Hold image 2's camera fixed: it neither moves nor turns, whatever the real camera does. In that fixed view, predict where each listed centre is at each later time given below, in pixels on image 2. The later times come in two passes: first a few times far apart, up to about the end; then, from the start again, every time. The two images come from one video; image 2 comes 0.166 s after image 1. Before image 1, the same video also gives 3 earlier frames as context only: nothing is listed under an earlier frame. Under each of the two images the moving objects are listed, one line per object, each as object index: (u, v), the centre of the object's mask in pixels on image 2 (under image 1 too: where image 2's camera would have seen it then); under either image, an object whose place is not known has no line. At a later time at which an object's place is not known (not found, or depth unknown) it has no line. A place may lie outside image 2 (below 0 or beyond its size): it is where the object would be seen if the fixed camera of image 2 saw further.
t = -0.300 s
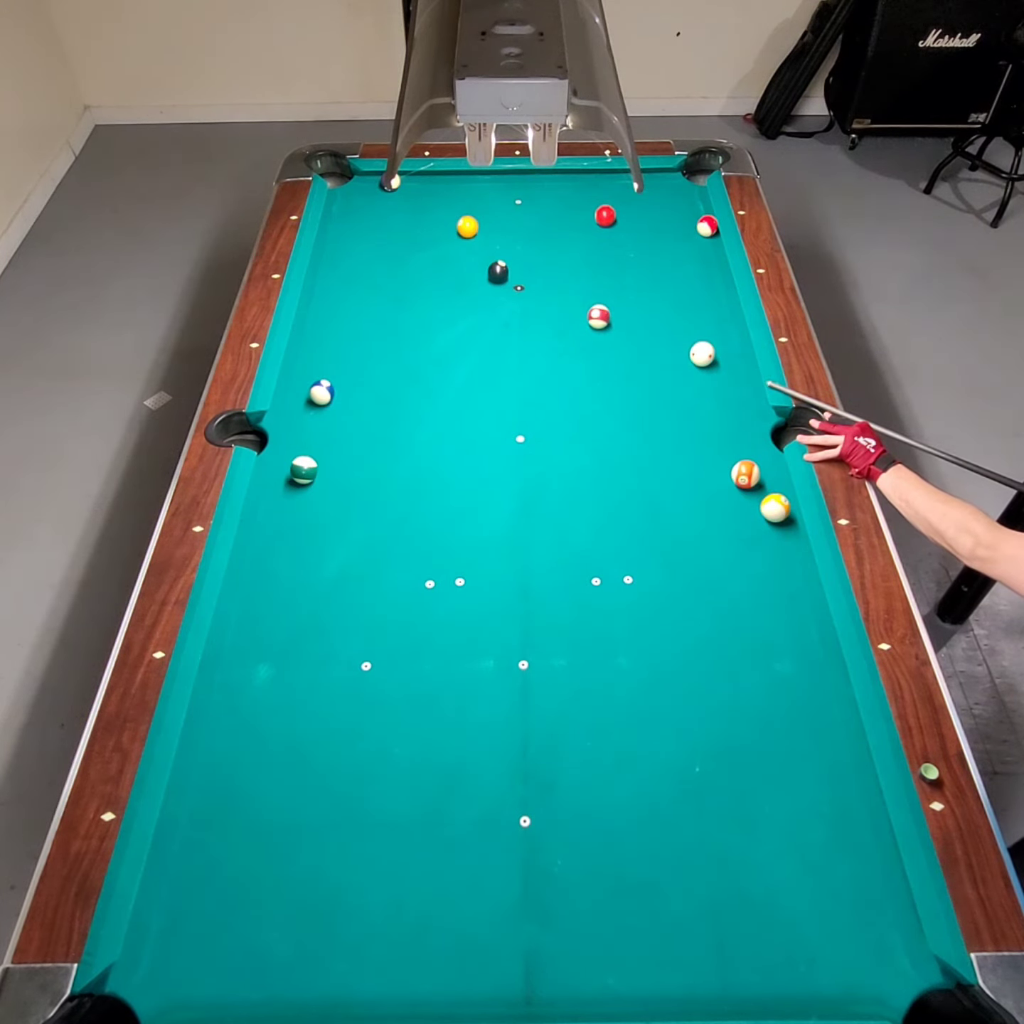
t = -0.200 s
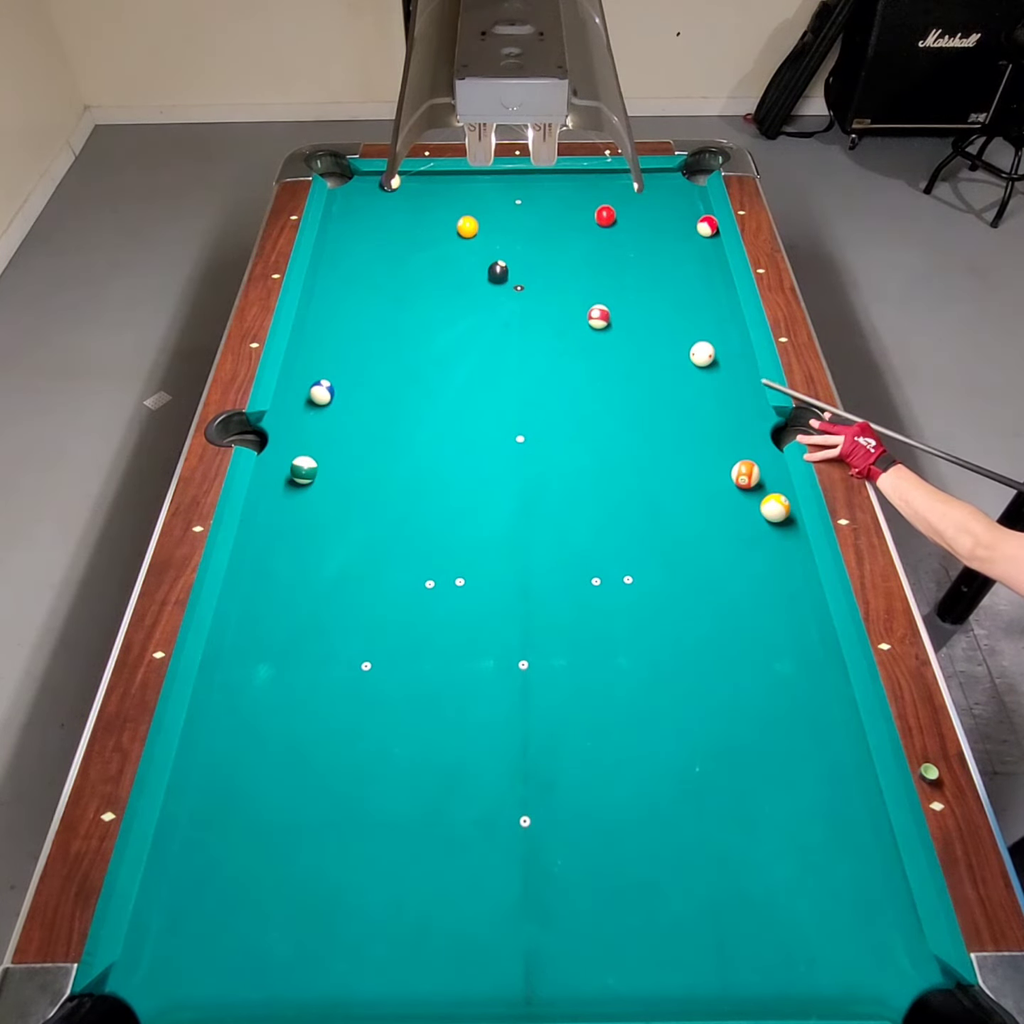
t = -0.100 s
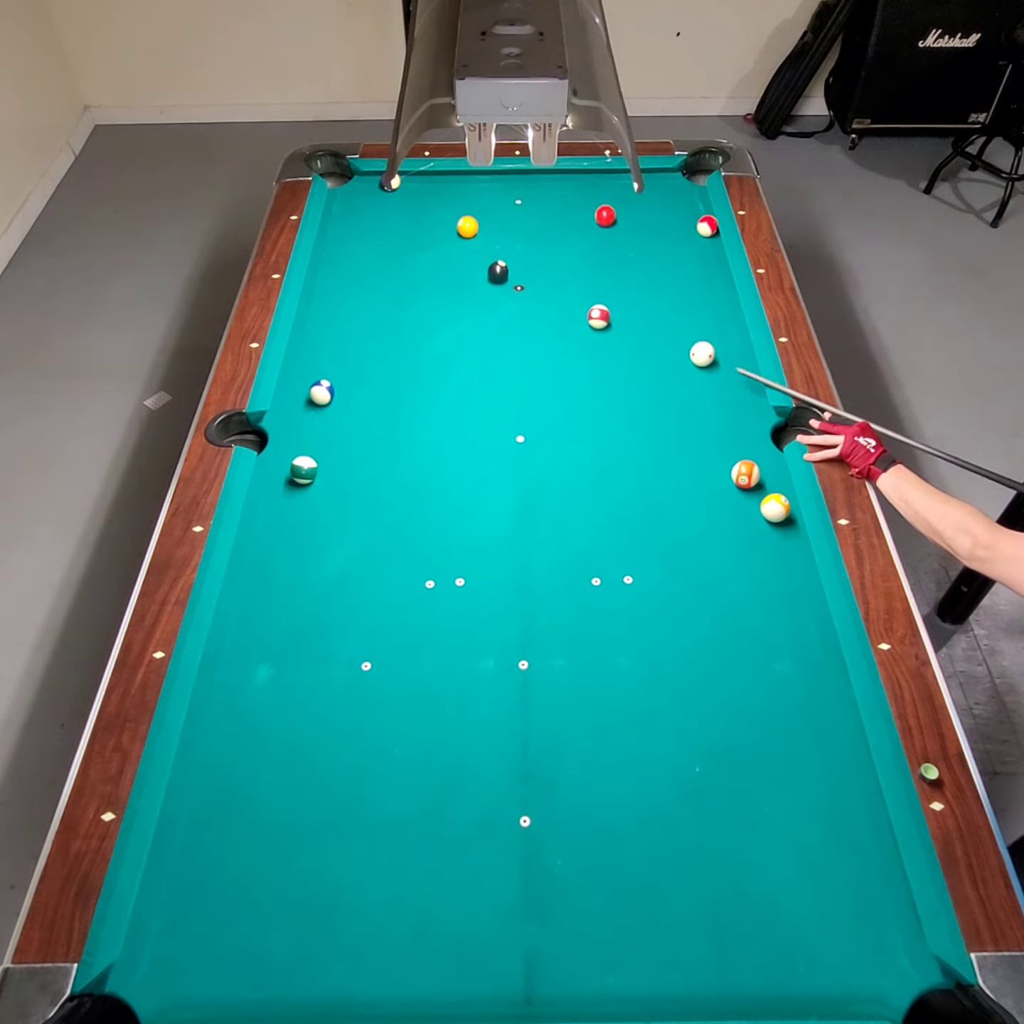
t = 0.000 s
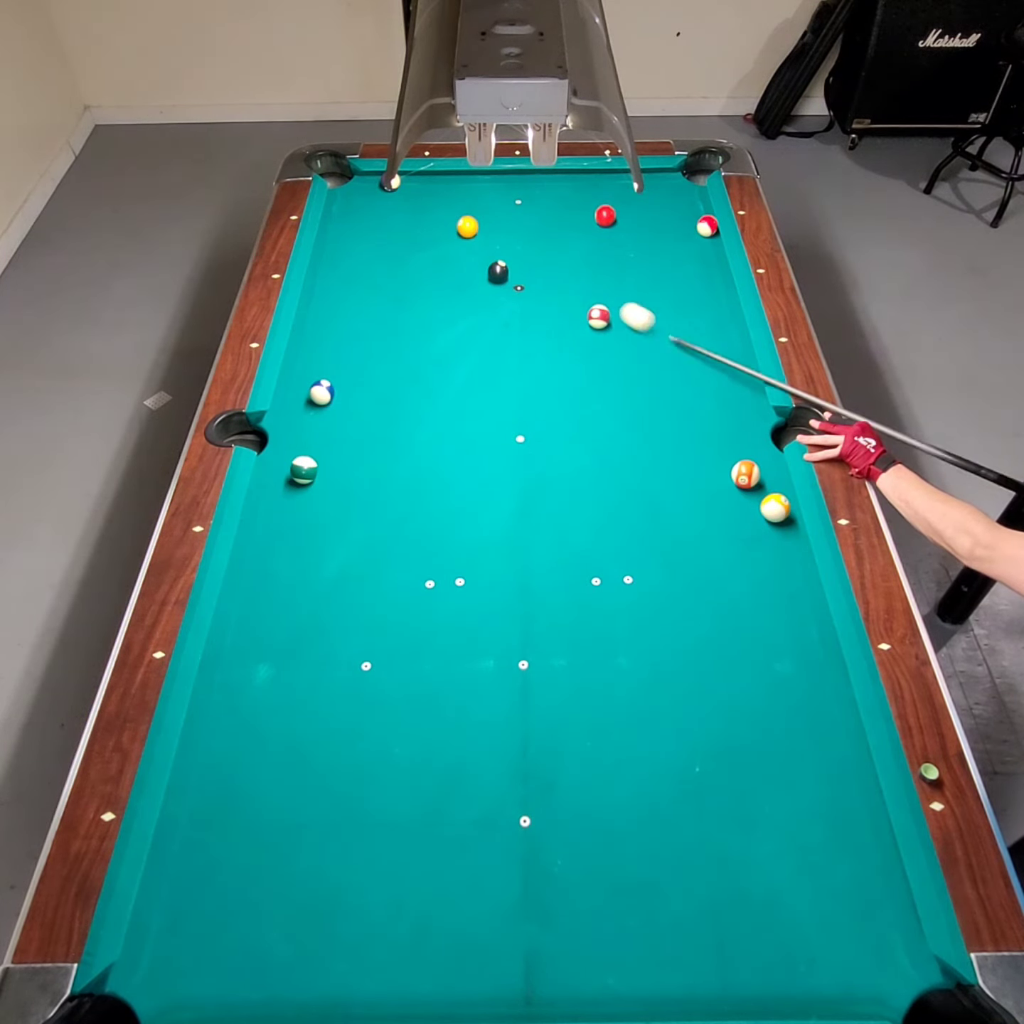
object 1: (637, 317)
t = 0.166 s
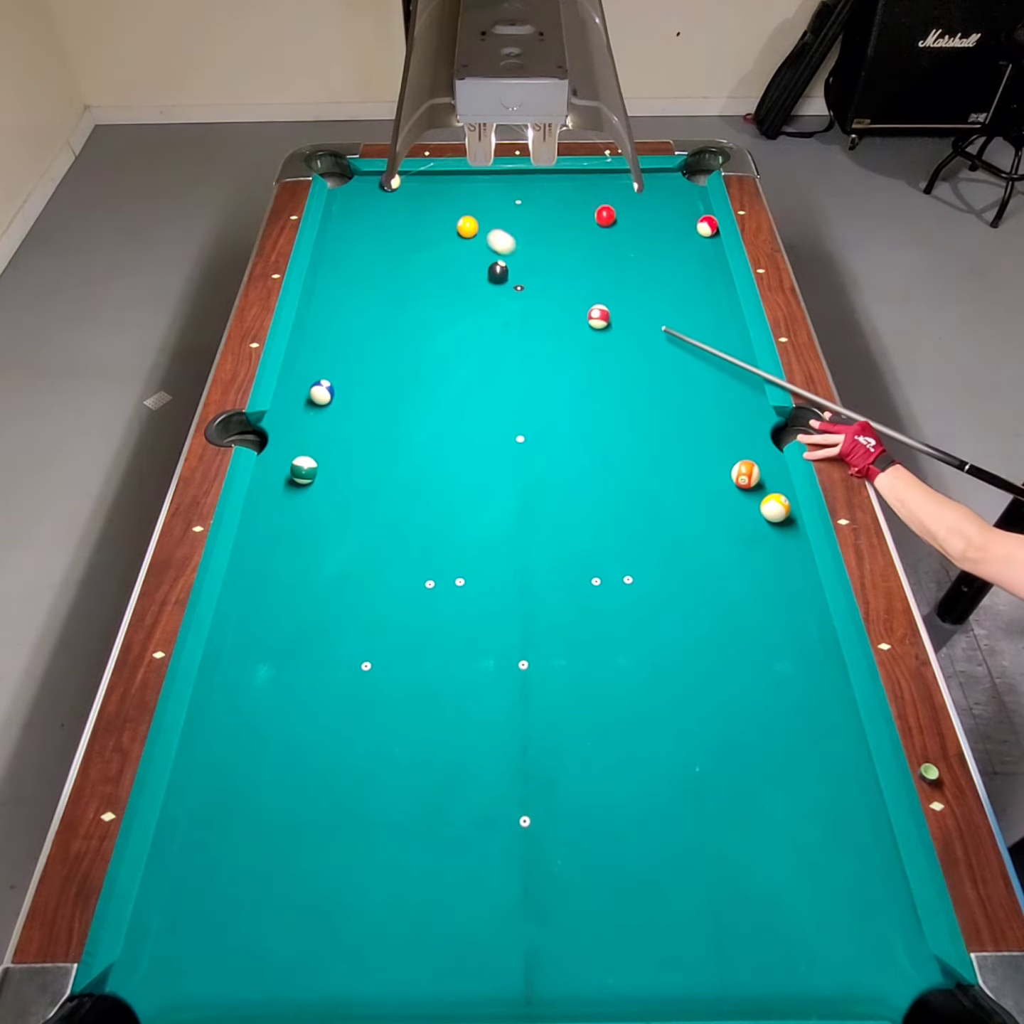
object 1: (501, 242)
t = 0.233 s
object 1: (486, 228)
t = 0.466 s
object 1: (486, 208)
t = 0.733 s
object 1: (482, 185)
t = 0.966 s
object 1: (480, 179)
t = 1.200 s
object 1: (480, 187)
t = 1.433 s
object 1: (480, 195)
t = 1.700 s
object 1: (480, 202)
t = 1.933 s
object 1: (480, 208)
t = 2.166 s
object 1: (481, 212)
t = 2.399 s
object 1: (481, 215)
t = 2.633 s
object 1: (482, 218)
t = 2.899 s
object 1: (481, 219)
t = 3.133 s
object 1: (481, 218)
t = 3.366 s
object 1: (481, 218)
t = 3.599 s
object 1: (481, 218)
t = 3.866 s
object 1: (481, 218)
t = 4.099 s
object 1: (481, 218)
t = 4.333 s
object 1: (481, 218)
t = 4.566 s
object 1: (481, 218)
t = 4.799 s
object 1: (481, 218)
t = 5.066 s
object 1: (481, 218)
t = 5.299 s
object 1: (481, 218)
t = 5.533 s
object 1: (481, 218)
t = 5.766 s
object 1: (481, 218)
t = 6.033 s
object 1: (481, 218)
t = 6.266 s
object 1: (481, 218)
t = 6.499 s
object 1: (481, 218)
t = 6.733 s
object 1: (481, 218)
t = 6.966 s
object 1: (481, 218)
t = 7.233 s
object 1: (481, 218)
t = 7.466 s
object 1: (481, 218)
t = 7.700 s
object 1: (481, 218)
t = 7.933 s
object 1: (481, 218)
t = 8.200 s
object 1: (481, 218)
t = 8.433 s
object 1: (481, 218)
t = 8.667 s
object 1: (481, 218)
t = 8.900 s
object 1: (481, 218)
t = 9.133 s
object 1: (481, 218)
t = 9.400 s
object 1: (481, 218)
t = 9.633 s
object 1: (481, 218)
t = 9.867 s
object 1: (481, 218)
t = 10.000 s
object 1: (481, 218)
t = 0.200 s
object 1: (485, 231)
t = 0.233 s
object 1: (486, 228)
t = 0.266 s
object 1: (488, 226)
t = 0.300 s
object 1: (489, 223)
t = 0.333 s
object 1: (489, 220)
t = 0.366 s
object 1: (488, 217)
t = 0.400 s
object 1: (488, 214)
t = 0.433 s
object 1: (487, 211)
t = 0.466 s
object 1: (486, 208)
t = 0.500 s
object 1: (486, 205)
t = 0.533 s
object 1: (485, 202)
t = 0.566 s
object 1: (485, 199)
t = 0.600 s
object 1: (484, 196)
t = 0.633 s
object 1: (484, 193)
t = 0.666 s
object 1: (483, 190)
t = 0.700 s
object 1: (483, 187)
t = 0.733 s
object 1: (482, 185)
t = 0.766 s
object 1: (482, 182)
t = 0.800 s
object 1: (481, 179)
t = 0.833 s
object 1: (481, 177)
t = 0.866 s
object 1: (480, 175)
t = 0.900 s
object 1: (480, 177)
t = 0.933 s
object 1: (480, 178)
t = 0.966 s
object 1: (480, 179)
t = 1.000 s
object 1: (480, 180)
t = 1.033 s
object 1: (480, 181)
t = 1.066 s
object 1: (480, 182)
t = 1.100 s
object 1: (480, 184)
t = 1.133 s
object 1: (480, 185)
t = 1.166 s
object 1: (480, 186)
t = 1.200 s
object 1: (480, 187)
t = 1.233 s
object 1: (480, 188)
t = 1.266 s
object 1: (480, 189)
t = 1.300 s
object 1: (480, 190)
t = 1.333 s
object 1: (480, 191)
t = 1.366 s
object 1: (480, 192)
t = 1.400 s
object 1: (480, 194)
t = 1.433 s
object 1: (480, 195)
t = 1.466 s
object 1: (480, 196)
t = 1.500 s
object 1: (480, 196)
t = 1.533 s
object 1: (480, 197)
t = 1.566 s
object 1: (480, 198)
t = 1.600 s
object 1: (480, 199)
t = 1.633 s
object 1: (480, 200)
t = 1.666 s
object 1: (480, 201)
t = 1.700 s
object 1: (480, 202)
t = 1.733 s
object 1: (480, 203)
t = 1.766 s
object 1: (480, 204)
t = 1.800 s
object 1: (480, 204)
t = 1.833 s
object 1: (480, 205)
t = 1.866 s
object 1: (480, 206)
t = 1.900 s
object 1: (480, 206)
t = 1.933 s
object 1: (480, 208)
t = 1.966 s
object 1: (480, 208)
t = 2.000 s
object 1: (480, 209)
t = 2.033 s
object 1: (480, 210)
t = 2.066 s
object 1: (481, 210)
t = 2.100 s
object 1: (481, 211)
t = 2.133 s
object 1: (481, 211)
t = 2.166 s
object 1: (481, 212)
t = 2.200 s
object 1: (481, 213)
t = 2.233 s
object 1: (481, 213)
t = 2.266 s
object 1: (481, 213)
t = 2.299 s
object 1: (481, 214)
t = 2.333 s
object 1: (481, 215)
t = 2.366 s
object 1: (481, 215)
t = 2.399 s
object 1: (481, 215)
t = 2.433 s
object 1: (481, 216)
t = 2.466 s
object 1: (481, 216)
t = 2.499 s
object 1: (481, 216)
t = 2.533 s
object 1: (482, 217)
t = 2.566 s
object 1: (482, 217)
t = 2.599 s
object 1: (482, 217)
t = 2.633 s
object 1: (482, 218)
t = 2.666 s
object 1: (482, 218)
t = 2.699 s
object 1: (482, 218)
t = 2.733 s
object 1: (481, 218)
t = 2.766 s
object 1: (481, 218)
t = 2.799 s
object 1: (481, 218)
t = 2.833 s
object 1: (481, 218)
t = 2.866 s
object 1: (481, 219)
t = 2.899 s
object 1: (481, 219)
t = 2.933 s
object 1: (481, 219)
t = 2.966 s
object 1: (481, 219)
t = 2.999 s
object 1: (481, 219)
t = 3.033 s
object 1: (481, 219)
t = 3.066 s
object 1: (481, 218)
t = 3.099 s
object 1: (481, 218)
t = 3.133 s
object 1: (481, 218)
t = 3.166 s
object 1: (481, 218)
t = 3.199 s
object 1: (481, 218)
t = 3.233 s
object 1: (481, 218)
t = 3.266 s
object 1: (481, 218)
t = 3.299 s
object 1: (481, 218)
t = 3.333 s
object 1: (481, 218)
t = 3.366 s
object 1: (481, 218)
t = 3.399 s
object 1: (481, 218)
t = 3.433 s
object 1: (481, 218)
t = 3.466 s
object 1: (481, 218)
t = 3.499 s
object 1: (481, 218)
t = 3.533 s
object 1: (481, 218)
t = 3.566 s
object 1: (481, 218)
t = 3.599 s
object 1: (481, 218)
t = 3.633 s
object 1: (481, 218)
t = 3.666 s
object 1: (481, 218)
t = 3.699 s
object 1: (481, 218)
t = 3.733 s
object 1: (481, 218)
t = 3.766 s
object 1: (481, 218)
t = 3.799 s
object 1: (481, 218)
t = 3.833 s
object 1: (481, 218)
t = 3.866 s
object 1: (481, 218)
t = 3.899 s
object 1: (481, 218)
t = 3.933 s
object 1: (481, 218)
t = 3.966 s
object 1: (481, 218)
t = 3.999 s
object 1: (481, 218)
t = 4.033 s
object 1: (481, 218)
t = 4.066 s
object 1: (481, 218)
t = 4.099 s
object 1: (481, 218)
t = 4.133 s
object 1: (481, 218)
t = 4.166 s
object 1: (481, 218)
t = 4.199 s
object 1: (481, 218)
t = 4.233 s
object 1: (481, 218)
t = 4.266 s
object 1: (481, 218)
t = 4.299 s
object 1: (481, 218)
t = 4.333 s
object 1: (481, 218)
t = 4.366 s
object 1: (481, 218)
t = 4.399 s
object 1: (481, 218)
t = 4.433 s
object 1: (481, 218)
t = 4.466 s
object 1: (481, 218)
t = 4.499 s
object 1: (481, 218)
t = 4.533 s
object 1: (481, 218)
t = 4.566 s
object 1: (481, 218)
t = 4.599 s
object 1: (481, 218)
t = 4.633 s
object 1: (481, 218)
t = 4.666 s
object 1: (481, 218)
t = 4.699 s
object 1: (481, 218)
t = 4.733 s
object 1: (481, 218)
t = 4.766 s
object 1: (481, 218)
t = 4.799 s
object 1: (481, 218)
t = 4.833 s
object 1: (481, 218)
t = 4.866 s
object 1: (481, 218)
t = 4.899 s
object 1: (481, 218)
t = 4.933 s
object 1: (481, 218)
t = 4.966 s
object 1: (481, 218)
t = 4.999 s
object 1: (481, 218)
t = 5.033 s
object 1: (481, 218)
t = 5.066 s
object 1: (481, 218)
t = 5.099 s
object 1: (481, 218)
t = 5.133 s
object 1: (481, 218)
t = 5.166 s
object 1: (481, 218)
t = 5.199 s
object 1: (481, 218)
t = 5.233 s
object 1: (481, 218)
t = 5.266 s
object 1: (481, 218)
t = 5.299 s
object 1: (481, 218)
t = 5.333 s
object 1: (481, 218)
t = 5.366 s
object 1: (481, 218)
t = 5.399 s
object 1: (481, 218)
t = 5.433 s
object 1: (481, 218)
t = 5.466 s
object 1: (481, 218)
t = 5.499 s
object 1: (481, 218)
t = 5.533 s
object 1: (481, 218)
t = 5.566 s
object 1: (481, 218)
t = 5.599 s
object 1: (481, 218)
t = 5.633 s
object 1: (481, 218)
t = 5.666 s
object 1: (481, 218)
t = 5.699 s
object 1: (481, 218)
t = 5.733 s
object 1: (481, 218)
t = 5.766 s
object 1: (481, 218)
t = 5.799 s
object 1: (481, 218)
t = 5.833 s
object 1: (481, 218)
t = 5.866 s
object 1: (481, 218)
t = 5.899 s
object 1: (481, 218)
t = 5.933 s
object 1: (481, 218)
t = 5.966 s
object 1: (481, 218)
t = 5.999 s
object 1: (481, 218)
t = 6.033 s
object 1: (481, 218)
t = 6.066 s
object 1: (481, 218)
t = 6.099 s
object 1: (481, 218)
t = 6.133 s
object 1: (481, 218)
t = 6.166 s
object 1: (481, 218)
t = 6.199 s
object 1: (481, 218)
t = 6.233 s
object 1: (481, 218)
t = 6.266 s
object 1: (481, 218)
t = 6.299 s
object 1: (481, 218)
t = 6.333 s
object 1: (481, 218)
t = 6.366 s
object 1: (481, 218)
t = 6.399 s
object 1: (481, 218)
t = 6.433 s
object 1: (481, 218)
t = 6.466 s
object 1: (481, 218)
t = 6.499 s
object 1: (481, 218)
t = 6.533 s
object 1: (481, 218)
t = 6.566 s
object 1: (481, 218)
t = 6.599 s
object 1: (481, 218)
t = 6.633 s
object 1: (481, 218)
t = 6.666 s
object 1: (481, 218)
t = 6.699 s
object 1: (481, 218)
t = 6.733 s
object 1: (481, 218)
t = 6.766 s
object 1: (481, 218)
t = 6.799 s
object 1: (481, 218)
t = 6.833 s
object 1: (481, 218)
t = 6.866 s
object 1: (481, 218)
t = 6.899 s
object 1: (481, 218)
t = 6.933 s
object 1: (481, 218)
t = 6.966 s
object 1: (481, 218)
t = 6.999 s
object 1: (481, 218)
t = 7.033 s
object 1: (481, 218)
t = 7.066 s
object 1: (481, 218)
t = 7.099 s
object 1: (481, 218)
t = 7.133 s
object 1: (481, 218)
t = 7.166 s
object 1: (481, 218)
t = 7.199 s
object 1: (481, 218)
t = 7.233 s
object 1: (481, 218)
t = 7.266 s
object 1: (481, 218)
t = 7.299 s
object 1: (481, 218)
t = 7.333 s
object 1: (481, 218)
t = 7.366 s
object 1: (481, 218)
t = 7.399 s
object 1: (481, 218)
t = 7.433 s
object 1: (481, 218)
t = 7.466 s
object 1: (481, 218)
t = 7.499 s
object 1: (481, 218)
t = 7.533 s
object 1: (481, 218)
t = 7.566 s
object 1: (481, 218)
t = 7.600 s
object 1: (481, 218)
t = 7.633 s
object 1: (481, 218)
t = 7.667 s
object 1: (481, 218)
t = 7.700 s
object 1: (481, 218)
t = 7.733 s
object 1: (481, 218)
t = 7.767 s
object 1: (481, 218)
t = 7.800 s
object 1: (481, 218)
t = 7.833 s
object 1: (481, 218)
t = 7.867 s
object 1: (481, 218)
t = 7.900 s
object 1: (481, 218)
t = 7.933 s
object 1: (481, 218)
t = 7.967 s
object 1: (481, 218)
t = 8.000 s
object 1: (481, 218)
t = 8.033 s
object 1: (481, 218)
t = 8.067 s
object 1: (481, 218)
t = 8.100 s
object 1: (481, 218)
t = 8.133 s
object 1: (481, 218)
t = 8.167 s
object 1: (481, 218)
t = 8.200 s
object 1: (481, 218)
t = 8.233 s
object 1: (481, 218)
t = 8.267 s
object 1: (481, 218)
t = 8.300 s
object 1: (481, 218)
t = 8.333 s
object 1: (481, 218)
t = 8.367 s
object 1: (481, 218)
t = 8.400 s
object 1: (481, 218)
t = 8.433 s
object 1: (481, 218)
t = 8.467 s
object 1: (481, 218)
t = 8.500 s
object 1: (481, 218)
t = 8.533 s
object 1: (481, 218)
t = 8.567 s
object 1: (481, 218)
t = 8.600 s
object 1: (481, 218)
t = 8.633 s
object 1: (481, 218)
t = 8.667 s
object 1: (481, 218)
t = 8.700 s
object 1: (481, 218)
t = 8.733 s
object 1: (481, 218)
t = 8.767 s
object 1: (481, 218)
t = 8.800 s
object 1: (481, 218)
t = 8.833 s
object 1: (481, 218)
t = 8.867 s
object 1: (481, 218)
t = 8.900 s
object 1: (481, 218)
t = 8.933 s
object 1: (481, 218)
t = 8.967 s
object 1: (481, 218)
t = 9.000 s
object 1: (481, 218)
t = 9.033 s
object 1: (481, 218)
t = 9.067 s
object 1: (481, 218)
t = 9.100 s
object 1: (481, 218)
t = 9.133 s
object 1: (481, 218)
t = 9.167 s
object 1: (481, 218)
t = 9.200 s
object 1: (481, 218)
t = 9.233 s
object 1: (481, 218)
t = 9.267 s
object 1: (481, 218)
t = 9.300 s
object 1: (481, 218)
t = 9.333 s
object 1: (481, 218)
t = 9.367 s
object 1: (481, 218)
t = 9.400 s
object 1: (481, 218)
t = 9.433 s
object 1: (481, 218)
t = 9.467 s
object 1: (481, 218)
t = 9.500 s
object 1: (481, 218)
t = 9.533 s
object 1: (481, 218)
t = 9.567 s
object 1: (481, 218)
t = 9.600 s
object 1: (481, 218)
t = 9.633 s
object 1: (481, 218)
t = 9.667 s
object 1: (481, 218)
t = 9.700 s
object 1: (481, 218)
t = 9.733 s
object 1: (481, 218)
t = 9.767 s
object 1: (481, 218)
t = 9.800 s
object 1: (481, 218)
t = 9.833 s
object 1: (481, 218)
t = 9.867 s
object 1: (481, 218)
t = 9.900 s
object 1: (481, 218)
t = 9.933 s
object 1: (481, 218)
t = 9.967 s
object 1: (481, 218)
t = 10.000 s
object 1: (481, 218)
